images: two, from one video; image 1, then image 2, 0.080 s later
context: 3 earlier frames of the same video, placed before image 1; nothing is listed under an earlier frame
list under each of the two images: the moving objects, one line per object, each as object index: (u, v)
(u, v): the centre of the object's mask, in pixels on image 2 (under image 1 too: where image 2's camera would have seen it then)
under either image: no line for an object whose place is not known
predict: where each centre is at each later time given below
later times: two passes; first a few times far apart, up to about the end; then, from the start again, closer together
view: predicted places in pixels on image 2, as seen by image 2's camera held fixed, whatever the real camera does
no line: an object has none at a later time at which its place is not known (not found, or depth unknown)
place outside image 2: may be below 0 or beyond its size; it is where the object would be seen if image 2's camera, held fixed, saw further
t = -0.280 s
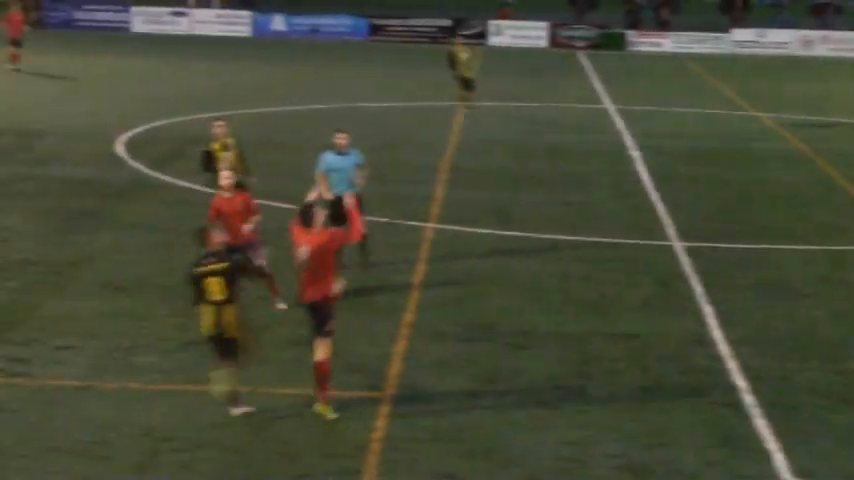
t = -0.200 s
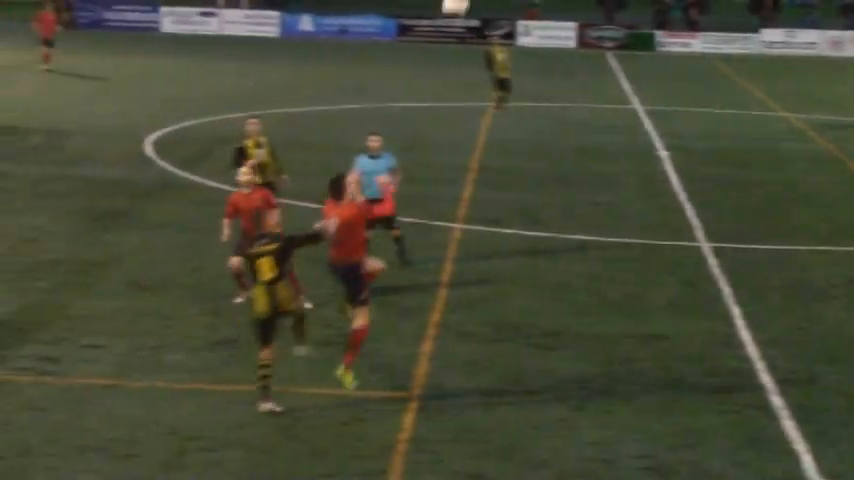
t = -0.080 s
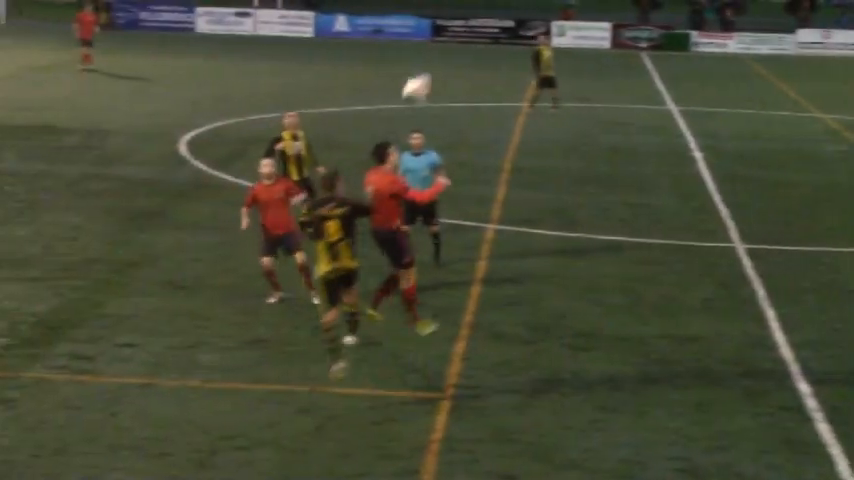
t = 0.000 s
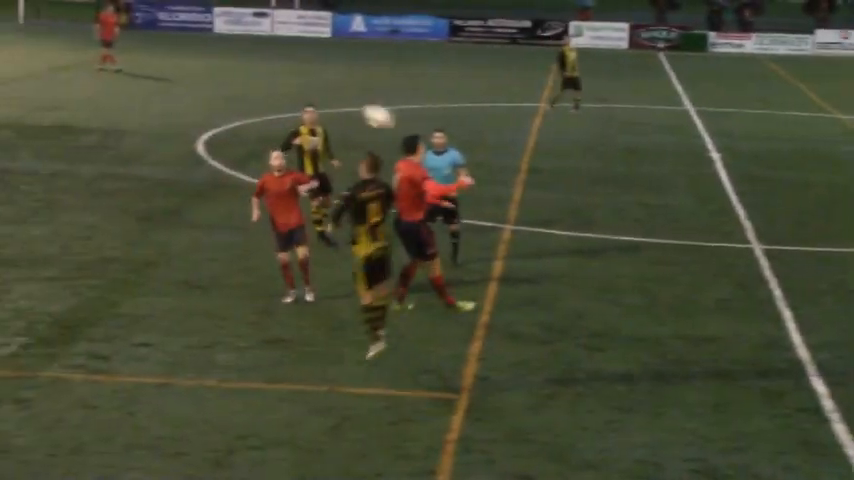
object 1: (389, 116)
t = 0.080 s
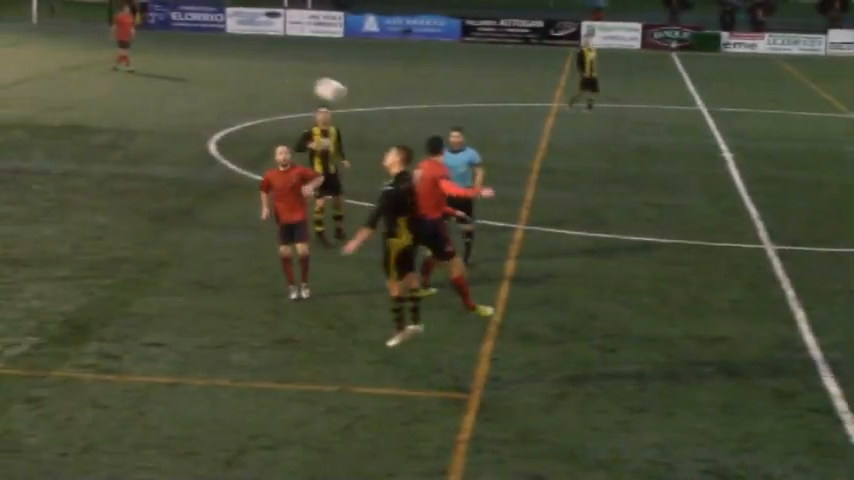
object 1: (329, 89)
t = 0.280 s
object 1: (188, 59)
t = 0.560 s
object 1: (16, 88)
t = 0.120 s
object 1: (299, 80)
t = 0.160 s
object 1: (271, 71)
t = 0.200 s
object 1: (243, 66)
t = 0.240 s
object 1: (215, 62)
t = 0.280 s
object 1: (188, 59)
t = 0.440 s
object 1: (85, 66)
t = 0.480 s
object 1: (61, 73)
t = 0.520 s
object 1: (39, 80)
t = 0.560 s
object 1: (16, 88)
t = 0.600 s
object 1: (-6, 99)
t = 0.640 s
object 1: (-26, 112)
